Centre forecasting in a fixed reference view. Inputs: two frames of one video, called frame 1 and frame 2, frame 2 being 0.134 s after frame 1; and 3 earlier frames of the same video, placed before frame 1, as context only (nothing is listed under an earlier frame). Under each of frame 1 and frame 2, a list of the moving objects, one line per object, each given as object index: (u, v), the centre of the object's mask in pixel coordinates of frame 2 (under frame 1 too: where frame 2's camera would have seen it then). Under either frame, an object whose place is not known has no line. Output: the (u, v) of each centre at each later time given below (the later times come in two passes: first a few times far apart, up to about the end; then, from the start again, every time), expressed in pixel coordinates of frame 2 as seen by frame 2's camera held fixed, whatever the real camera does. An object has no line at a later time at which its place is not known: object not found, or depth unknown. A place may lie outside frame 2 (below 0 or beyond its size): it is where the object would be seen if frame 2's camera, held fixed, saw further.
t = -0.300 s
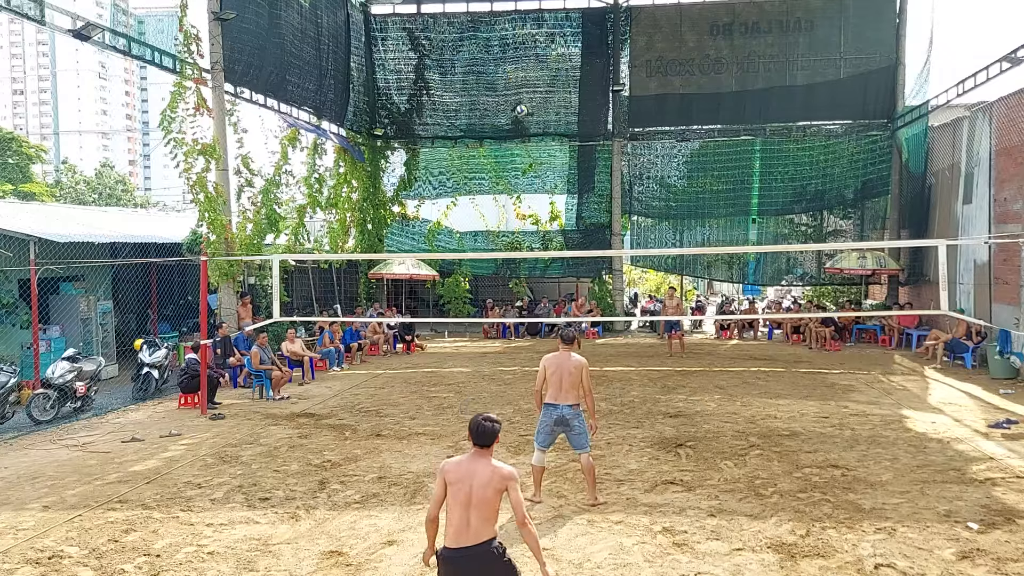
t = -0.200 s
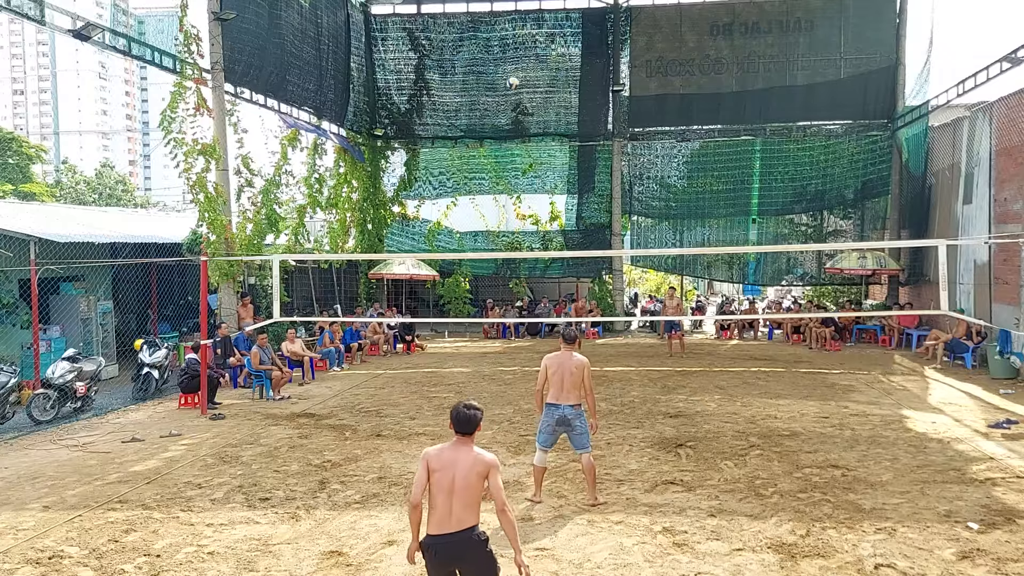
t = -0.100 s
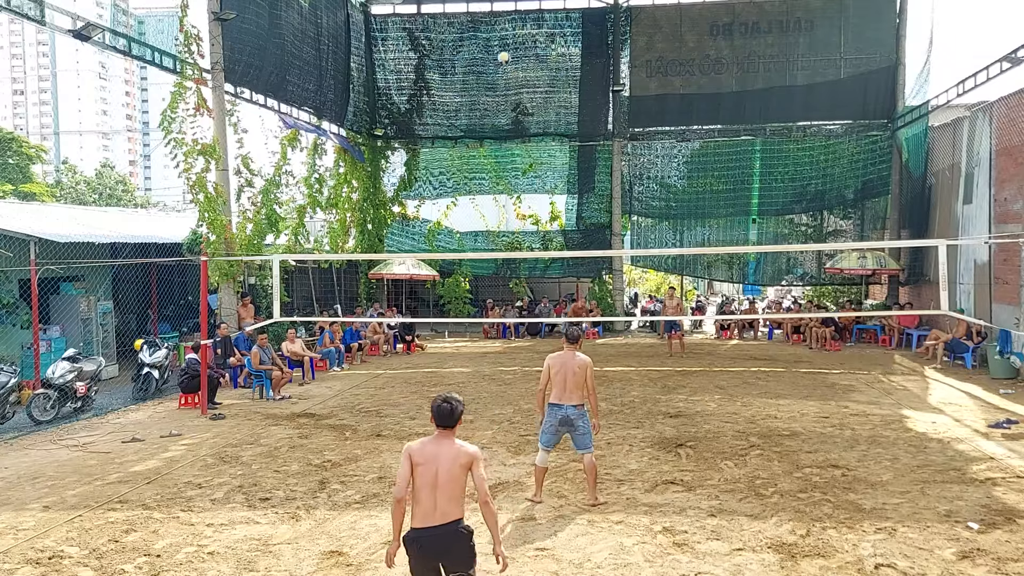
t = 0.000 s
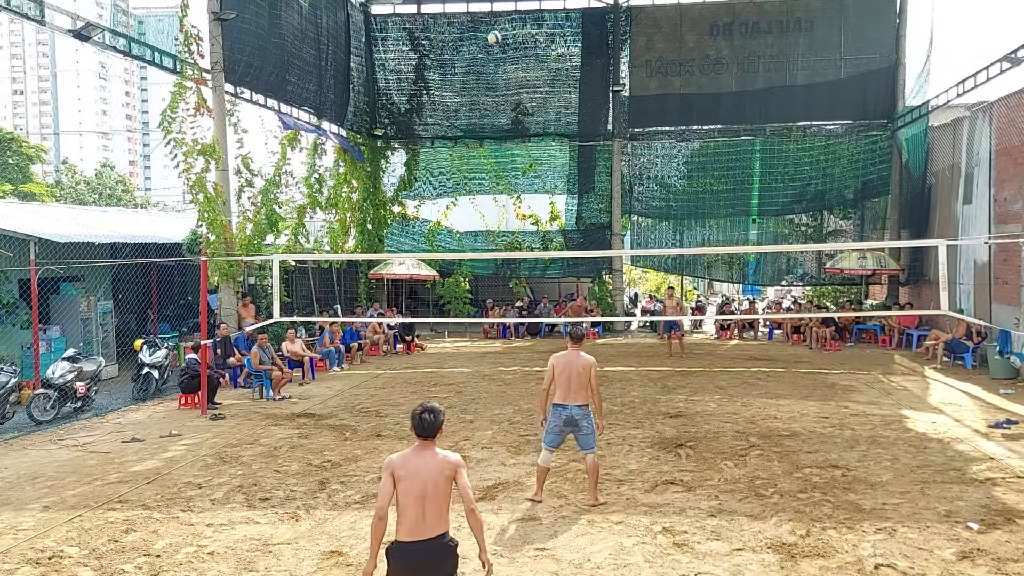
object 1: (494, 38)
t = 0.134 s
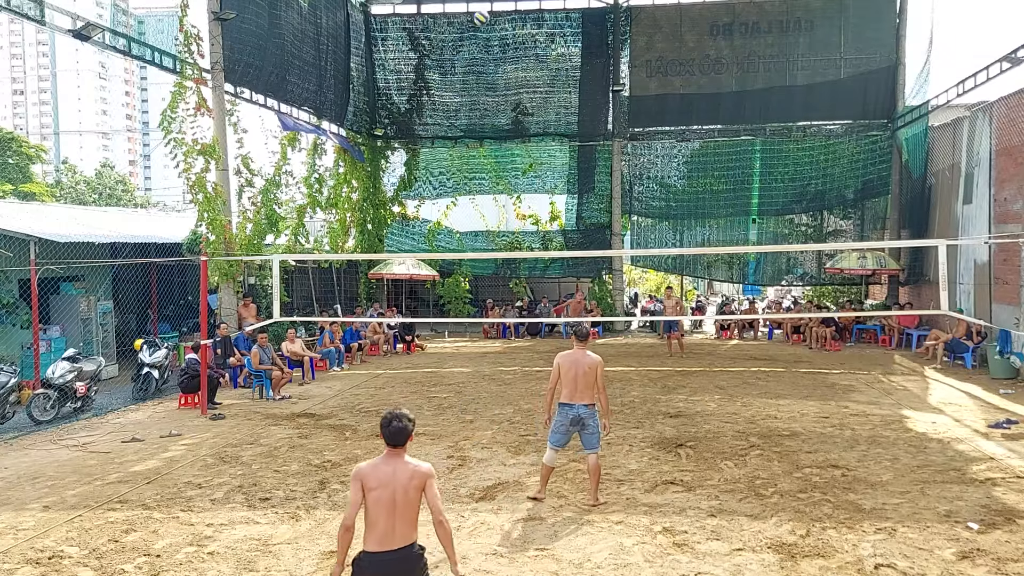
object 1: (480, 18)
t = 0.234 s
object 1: (470, 9)
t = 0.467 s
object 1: (442, 17)
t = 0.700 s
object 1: (404, 89)
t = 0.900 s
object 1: (366, 240)
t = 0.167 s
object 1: (477, 15)
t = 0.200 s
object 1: (473, 11)
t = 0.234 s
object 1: (470, 9)
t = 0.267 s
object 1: (466, 8)
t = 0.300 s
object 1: (462, 7)
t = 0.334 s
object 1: (459, 7)
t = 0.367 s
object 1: (455, 8)
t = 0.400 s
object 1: (451, 9)
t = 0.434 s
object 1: (447, 12)
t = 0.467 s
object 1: (442, 17)
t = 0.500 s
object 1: (437, 21)
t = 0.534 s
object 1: (432, 28)
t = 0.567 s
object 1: (427, 37)
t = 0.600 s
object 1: (422, 46)
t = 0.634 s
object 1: (416, 59)
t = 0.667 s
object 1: (410, 73)
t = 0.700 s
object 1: (404, 89)
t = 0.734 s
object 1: (399, 107)
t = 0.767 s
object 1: (392, 128)
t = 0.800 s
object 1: (386, 151)
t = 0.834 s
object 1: (379, 178)
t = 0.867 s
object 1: (373, 208)
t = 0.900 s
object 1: (366, 240)
